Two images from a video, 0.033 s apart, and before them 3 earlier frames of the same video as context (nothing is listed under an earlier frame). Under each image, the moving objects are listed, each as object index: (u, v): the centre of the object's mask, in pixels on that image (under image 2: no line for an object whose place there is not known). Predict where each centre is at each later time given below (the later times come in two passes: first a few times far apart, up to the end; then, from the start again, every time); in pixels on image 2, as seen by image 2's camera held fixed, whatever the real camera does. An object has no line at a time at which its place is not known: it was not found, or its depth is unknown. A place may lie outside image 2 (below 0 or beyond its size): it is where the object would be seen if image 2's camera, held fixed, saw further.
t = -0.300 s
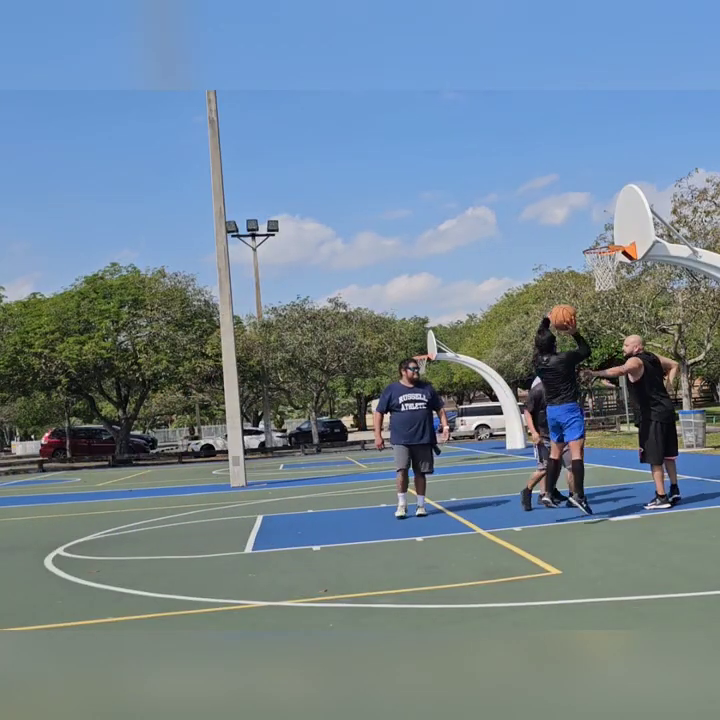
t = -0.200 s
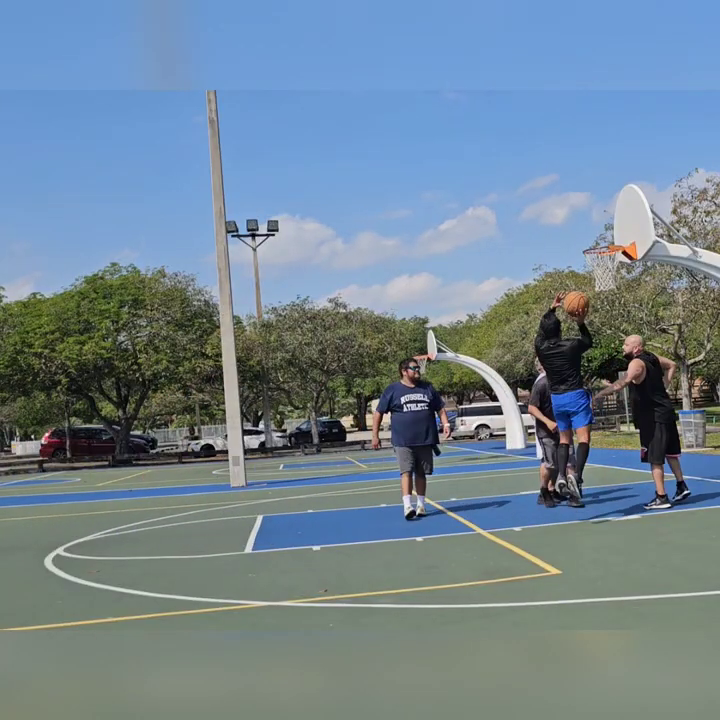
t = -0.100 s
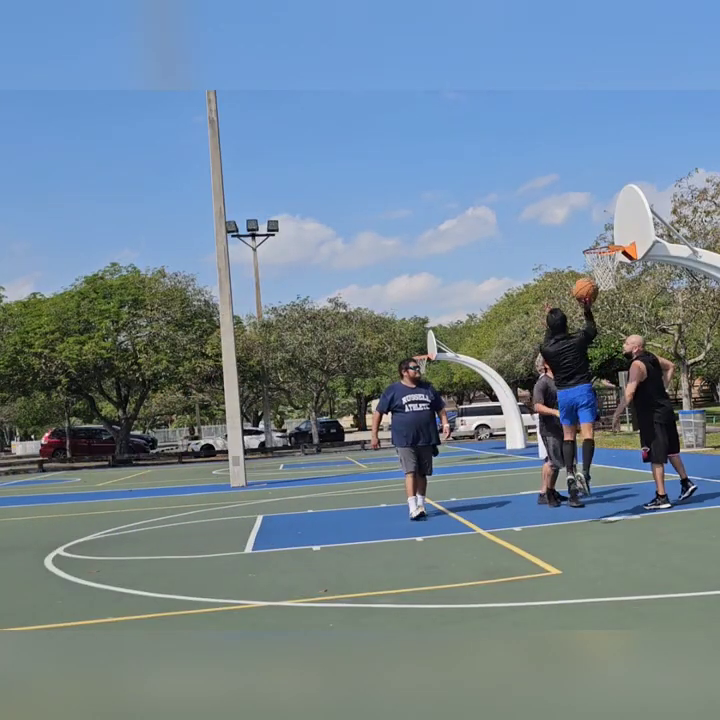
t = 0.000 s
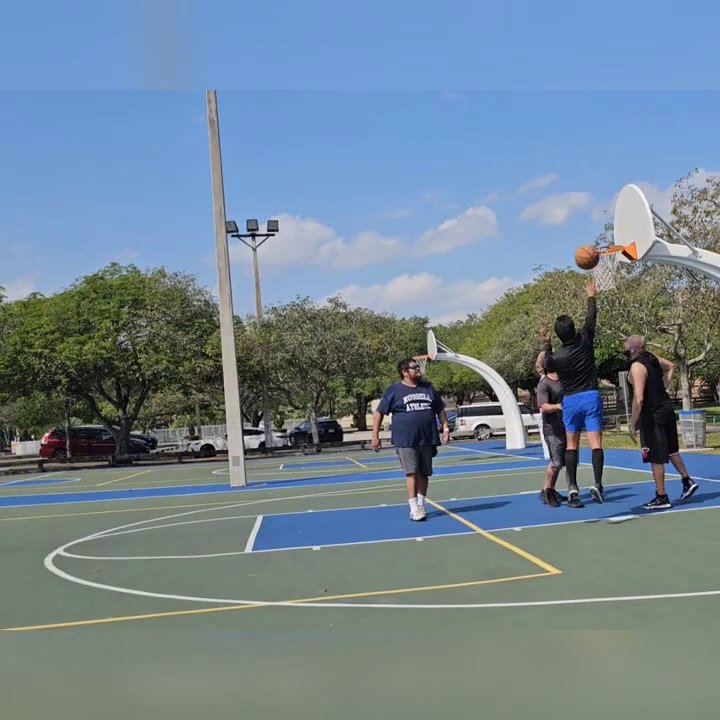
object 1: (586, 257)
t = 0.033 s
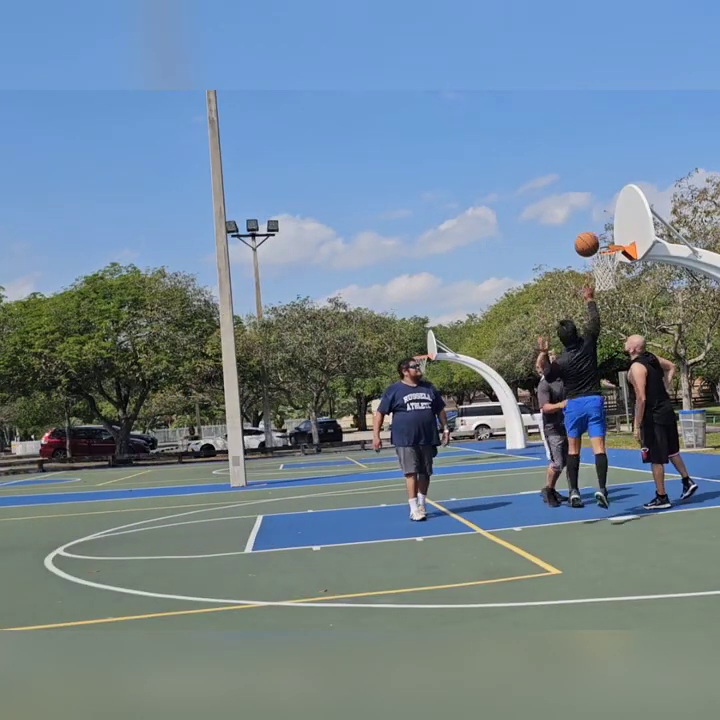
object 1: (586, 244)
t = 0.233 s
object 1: (587, 195)
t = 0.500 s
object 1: (590, 193)
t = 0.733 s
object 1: (597, 238)
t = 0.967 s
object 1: (605, 281)
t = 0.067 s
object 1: (586, 233)
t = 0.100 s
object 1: (586, 223)
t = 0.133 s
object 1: (586, 214)
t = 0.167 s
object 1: (586, 207)
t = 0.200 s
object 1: (586, 201)
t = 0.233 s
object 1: (587, 195)
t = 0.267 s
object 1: (587, 192)
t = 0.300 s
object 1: (587, 189)
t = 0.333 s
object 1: (588, 187)
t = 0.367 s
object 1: (588, 187)
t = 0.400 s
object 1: (588, 186)
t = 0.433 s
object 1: (589, 188)
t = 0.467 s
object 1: (590, 190)
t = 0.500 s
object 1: (590, 193)
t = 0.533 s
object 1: (591, 197)
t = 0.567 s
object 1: (592, 202)
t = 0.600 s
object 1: (593, 208)
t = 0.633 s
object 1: (594, 214)
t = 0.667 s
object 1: (595, 222)
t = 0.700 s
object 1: (596, 230)
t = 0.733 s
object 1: (597, 238)
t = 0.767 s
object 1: (599, 247)
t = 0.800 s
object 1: (600, 257)
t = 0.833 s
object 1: (602, 263)
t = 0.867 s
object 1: (602, 269)
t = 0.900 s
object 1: (602, 274)
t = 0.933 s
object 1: (603, 278)
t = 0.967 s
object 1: (605, 281)
